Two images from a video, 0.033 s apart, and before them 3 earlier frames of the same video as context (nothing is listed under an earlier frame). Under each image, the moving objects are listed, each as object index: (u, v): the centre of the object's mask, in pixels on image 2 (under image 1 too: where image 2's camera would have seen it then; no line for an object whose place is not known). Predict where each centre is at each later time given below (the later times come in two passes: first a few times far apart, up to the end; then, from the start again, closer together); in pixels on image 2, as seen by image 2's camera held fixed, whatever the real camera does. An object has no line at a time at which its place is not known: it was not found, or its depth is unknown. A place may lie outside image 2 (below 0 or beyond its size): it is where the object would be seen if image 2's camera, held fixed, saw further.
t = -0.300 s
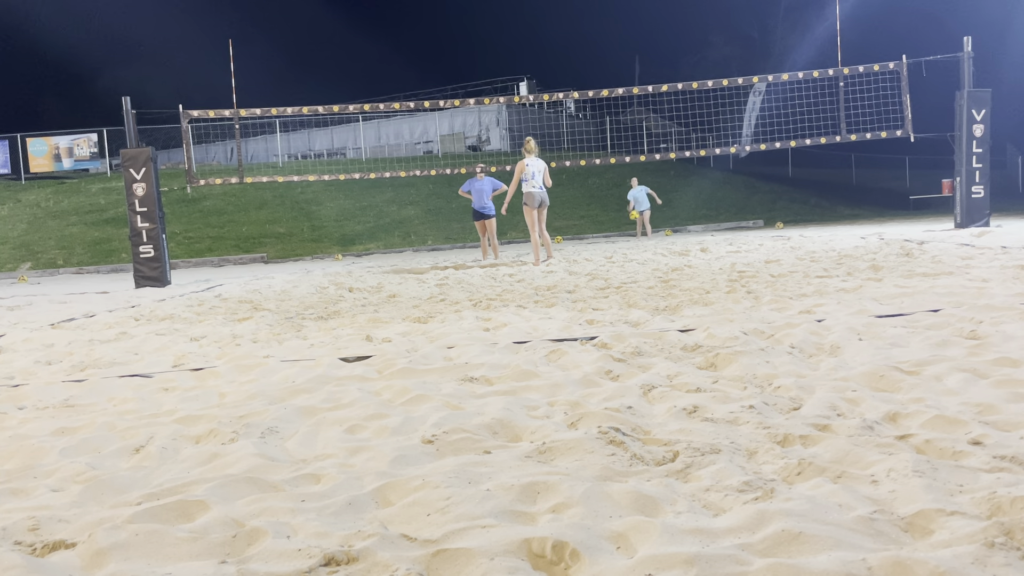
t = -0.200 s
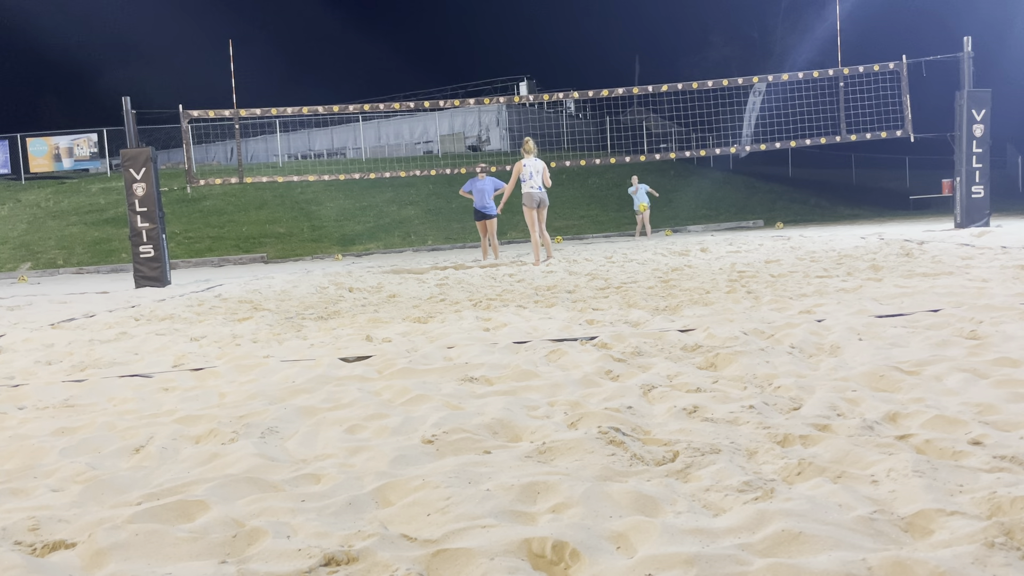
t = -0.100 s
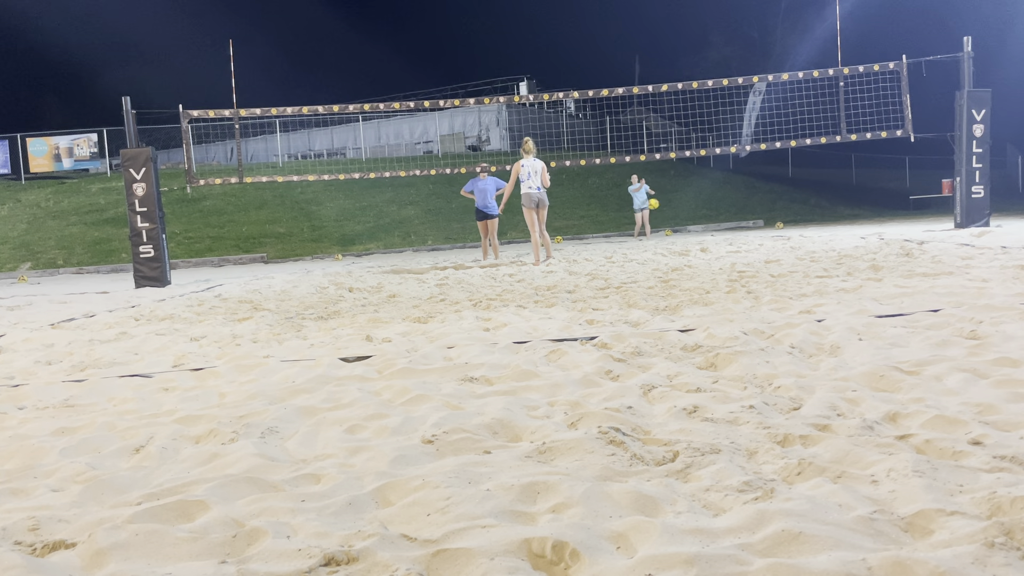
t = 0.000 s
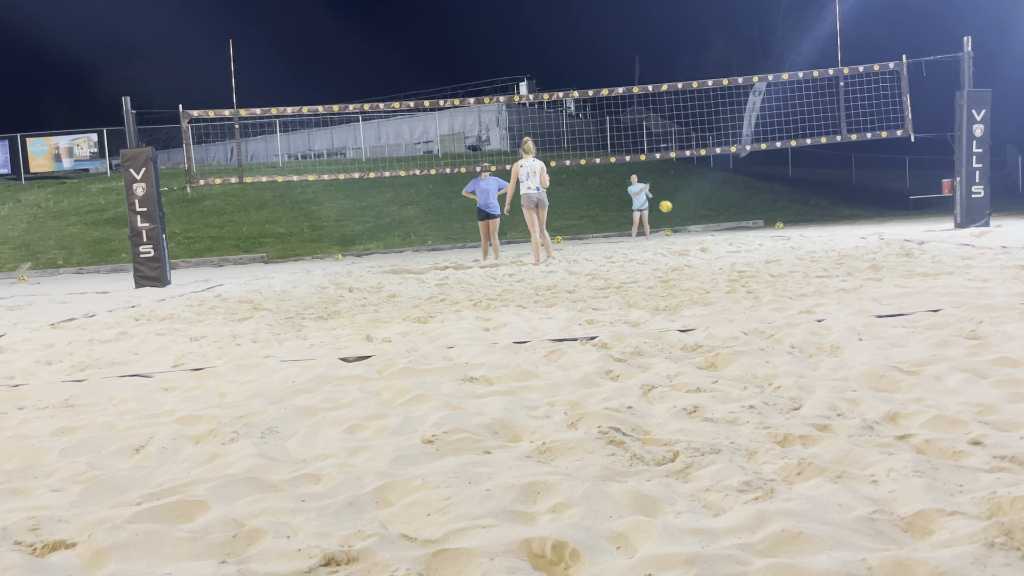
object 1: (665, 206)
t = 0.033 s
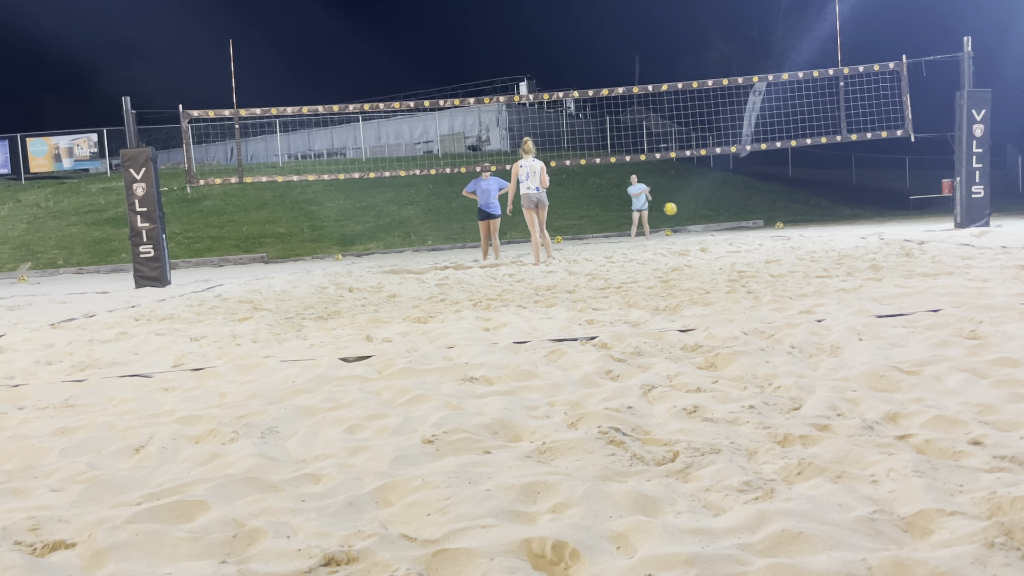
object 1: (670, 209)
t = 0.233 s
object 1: (706, 239)
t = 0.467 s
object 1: (736, 160)
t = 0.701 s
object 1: (769, 98)
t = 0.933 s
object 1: (763, 86)
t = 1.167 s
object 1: (758, 108)
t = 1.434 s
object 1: (756, 179)
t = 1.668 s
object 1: (758, 228)
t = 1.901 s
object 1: (767, 221)
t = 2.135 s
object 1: (777, 232)
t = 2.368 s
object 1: (781, 231)
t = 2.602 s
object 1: (780, 232)
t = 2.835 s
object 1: (780, 233)
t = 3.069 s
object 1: (779, 233)
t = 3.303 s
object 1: (780, 233)
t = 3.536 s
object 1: (780, 233)
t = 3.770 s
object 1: (780, 233)
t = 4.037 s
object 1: (780, 233)
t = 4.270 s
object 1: (780, 233)
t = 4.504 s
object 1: (780, 233)
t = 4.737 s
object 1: (780, 233)
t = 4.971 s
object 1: (780, 233)
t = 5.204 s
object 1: (780, 233)
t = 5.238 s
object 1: (780, 233)
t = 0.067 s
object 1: (675, 212)
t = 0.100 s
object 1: (681, 216)
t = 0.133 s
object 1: (686, 221)
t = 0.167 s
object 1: (692, 227)
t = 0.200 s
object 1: (699, 233)
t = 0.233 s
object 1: (706, 239)
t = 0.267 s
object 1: (710, 229)
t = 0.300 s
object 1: (714, 217)
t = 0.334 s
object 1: (718, 204)
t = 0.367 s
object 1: (723, 192)
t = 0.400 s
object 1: (727, 181)
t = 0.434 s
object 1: (731, 169)
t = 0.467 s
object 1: (736, 160)
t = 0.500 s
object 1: (741, 151)
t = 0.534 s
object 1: (747, 138)
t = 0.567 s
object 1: (752, 130)
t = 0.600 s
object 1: (758, 122)
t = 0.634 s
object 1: (763, 115)
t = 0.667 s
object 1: (767, 107)
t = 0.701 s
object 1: (769, 98)
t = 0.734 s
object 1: (769, 91)
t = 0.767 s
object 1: (768, 87)
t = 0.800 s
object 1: (766, 85)
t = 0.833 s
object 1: (766, 84)
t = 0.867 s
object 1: (764, 85)
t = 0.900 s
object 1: (764, 85)
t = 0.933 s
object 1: (763, 86)
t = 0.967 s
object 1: (762, 87)
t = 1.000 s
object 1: (761, 88)
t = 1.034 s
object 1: (760, 90)
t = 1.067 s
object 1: (760, 92)
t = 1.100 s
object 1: (759, 97)
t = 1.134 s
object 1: (758, 103)
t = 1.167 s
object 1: (758, 108)
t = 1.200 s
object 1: (757, 115)
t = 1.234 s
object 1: (757, 122)
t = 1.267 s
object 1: (756, 130)
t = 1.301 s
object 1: (757, 138)
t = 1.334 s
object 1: (757, 150)
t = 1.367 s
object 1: (756, 158)
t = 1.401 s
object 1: (756, 168)
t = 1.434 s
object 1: (756, 179)
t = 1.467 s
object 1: (756, 190)
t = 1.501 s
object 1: (756, 202)
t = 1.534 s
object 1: (756, 214)
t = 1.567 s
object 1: (756, 226)
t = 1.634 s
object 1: (758, 232)
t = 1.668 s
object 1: (758, 228)
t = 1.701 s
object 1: (760, 225)
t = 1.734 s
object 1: (761, 223)
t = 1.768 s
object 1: (762, 221)
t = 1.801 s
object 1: (763, 220)
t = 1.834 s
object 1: (765, 220)
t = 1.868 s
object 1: (766, 221)
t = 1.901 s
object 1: (767, 221)
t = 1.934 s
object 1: (769, 223)
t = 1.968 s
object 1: (770, 226)
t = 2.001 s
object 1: (772, 229)
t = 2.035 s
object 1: (773, 232)
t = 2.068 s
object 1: (775, 232)
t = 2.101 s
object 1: (776, 232)
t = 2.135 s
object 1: (777, 232)
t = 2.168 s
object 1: (778, 232)
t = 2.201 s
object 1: (779, 232)
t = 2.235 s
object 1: (779, 232)
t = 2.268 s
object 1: (780, 232)
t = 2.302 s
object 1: (781, 231)
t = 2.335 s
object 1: (781, 231)
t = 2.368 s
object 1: (781, 231)
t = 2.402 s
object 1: (781, 231)
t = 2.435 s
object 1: (781, 231)
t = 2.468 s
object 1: (781, 232)
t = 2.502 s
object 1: (781, 231)
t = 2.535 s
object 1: (781, 232)
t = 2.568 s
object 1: (780, 232)
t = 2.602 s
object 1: (780, 232)
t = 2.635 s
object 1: (780, 232)
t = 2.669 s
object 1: (780, 233)
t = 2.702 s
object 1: (780, 233)
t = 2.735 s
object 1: (781, 233)
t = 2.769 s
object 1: (781, 233)
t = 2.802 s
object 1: (780, 233)
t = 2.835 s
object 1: (780, 233)
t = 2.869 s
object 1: (780, 233)
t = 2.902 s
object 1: (780, 233)
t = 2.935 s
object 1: (780, 233)
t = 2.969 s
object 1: (779, 233)
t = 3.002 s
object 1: (779, 233)
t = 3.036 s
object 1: (779, 233)
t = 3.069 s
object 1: (779, 233)
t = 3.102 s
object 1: (780, 233)
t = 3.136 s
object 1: (780, 233)
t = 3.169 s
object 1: (780, 233)
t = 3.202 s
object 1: (780, 233)
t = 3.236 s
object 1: (780, 233)
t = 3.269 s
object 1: (780, 233)
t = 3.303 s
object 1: (780, 233)
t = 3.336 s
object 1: (780, 233)
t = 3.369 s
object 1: (780, 233)
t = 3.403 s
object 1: (780, 233)
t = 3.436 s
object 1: (780, 233)
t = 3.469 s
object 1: (780, 233)
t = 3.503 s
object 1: (780, 233)
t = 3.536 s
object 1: (780, 233)
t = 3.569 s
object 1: (780, 233)
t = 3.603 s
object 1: (780, 233)
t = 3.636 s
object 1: (780, 233)
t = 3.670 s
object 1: (780, 233)
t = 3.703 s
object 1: (780, 233)
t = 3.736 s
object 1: (780, 233)
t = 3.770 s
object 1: (780, 233)
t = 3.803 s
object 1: (780, 233)
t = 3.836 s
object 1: (780, 233)
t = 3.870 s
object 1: (780, 233)
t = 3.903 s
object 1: (780, 233)
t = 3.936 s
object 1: (780, 233)
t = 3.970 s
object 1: (780, 233)
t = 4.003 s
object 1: (780, 233)
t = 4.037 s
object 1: (780, 233)
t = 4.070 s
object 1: (780, 233)
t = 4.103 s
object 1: (780, 233)
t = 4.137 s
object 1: (780, 233)
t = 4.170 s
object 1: (780, 233)
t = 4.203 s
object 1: (780, 233)
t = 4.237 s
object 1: (780, 233)
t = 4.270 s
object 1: (780, 233)
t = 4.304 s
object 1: (780, 233)
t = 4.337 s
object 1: (780, 233)
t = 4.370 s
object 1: (780, 233)
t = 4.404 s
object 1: (780, 234)
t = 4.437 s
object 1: (780, 234)
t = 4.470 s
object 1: (780, 234)
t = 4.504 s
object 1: (780, 233)
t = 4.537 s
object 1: (780, 233)
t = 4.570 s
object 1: (780, 233)
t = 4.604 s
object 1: (780, 233)
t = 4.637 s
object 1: (780, 233)
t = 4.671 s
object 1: (780, 233)
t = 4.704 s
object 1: (780, 233)
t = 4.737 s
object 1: (780, 233)
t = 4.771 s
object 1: (780, 233)
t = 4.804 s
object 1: (780, 233)
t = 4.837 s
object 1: (780, 233)
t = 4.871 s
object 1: (780, 233)
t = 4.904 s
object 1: (780, 233)
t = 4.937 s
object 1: (780, 233)
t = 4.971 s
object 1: (780, 233)
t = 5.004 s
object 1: (780, 233)
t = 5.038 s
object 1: (780, 233)
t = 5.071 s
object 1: (780, 233)
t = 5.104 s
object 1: (780, 233)
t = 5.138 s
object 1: (780, 233)
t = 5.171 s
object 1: (780, 233)
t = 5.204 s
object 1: (780, 233)
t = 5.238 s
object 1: (780, 233)
